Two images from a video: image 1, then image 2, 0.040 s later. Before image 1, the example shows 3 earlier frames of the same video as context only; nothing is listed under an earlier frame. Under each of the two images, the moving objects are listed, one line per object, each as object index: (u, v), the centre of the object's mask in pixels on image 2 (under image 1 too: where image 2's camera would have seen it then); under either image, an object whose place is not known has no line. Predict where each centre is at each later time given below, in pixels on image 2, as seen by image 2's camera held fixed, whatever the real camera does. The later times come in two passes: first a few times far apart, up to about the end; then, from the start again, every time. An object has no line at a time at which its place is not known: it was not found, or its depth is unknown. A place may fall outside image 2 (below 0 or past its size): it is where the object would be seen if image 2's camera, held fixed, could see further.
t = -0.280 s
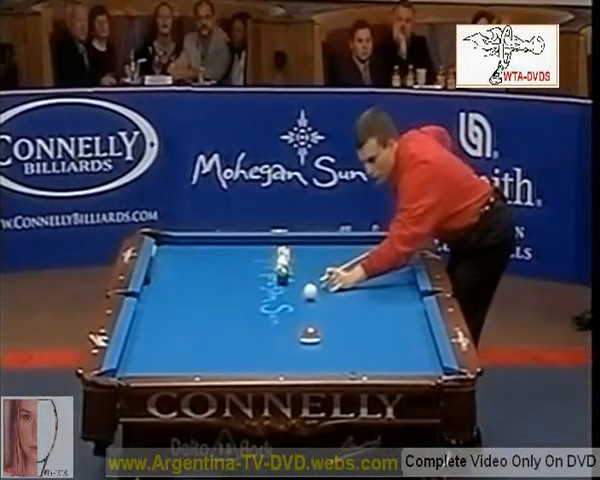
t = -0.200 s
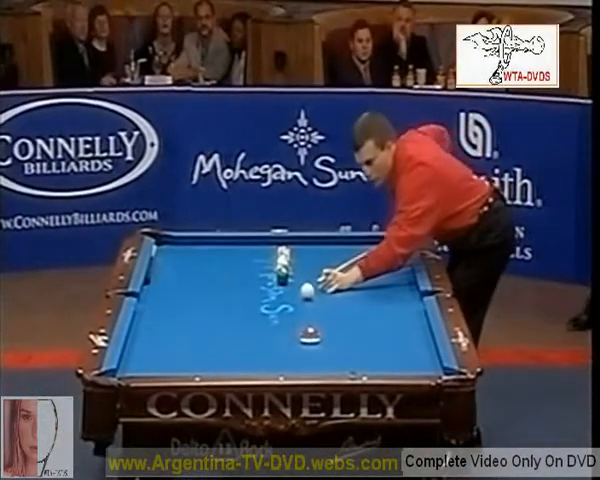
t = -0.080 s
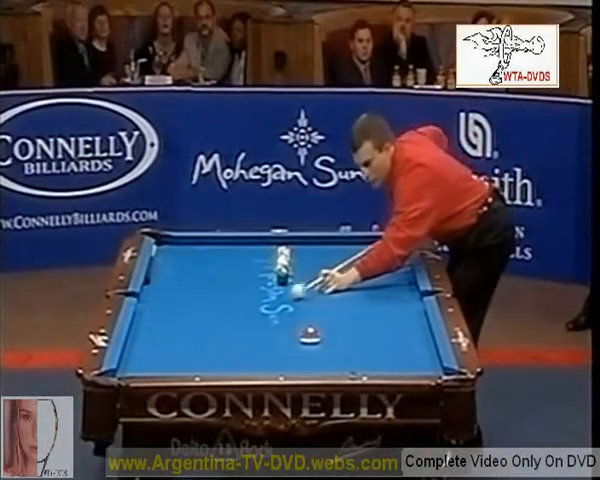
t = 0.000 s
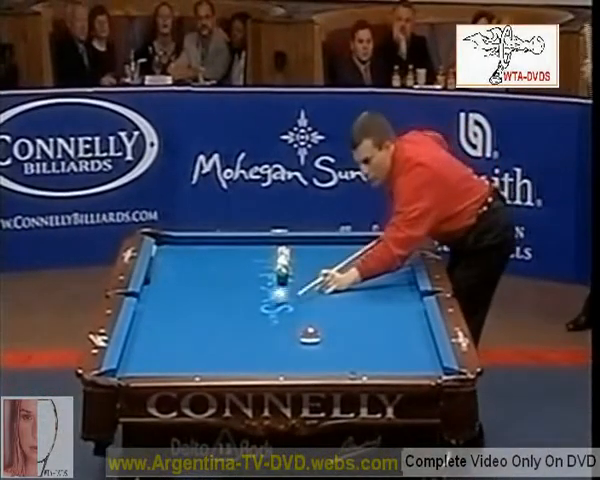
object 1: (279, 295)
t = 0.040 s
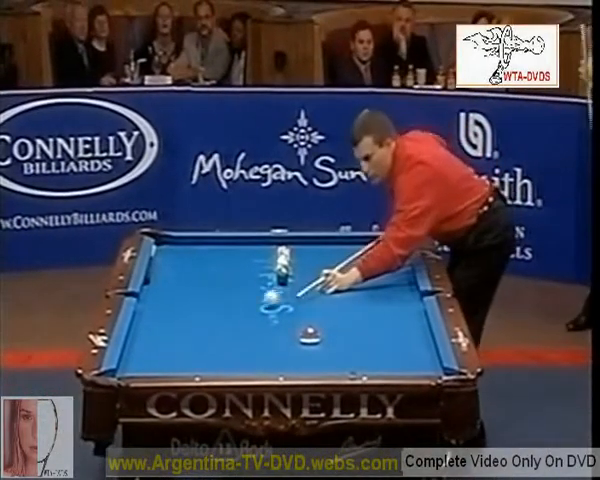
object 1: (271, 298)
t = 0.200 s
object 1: (238, 307)
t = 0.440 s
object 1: (189, 320)
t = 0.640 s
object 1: (145, 331)
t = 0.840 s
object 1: (150, 341)
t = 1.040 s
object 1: (170, 351)
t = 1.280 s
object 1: (194, 362)
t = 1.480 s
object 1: (214, 369)
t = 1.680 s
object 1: (242, 365)
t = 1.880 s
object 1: (268, 363)
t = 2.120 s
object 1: (298, 357)
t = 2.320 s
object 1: (322, 352)
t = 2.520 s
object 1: (345, 347)
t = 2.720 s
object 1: (367, 342)
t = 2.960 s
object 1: (392, 338)
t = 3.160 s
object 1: (412, 334)
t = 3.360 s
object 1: (422, 330)
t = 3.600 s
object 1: (408, 326)
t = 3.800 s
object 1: (397, 323)
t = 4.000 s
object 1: (386, 320)
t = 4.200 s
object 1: (376, 318)
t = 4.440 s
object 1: (364, 314)
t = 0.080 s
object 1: (264, 300)
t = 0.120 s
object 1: (254, 302)
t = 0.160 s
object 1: (247, 305)
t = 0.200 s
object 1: (238, 307)
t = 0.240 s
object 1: (230, 309)
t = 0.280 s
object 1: (222, 311)
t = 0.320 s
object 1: (214, 313)
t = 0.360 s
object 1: (206, 316)
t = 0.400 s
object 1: (197, 318)
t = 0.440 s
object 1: (189, 320)
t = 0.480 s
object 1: (180, 322)
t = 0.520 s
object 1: (172, 324)
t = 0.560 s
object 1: (163, 326)
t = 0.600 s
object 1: (153, 329)
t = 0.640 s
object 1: (145, 331)
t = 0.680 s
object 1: (137, 334)
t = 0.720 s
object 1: (135, 335)
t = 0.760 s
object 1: (140, 337)
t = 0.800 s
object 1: (146, 339)
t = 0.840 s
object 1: (150, 341)
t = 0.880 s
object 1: (153, 343)
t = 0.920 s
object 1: (157, 345)
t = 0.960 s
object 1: (162, 346)
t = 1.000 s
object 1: (166, 349)
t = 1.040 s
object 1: (170, 351)
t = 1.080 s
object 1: (174, 353)
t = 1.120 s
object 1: (178, 355)
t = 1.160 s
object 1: (182, 356)
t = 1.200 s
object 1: (186, 359)
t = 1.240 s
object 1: (190, 361)
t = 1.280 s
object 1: (194, 362)
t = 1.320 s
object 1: (198, 363)
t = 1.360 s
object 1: (202, 365)
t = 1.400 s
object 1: (207, 366)
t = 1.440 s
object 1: (211, 368)
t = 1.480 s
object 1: (214, 369)
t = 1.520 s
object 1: (219, 369)
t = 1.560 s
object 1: (226, 368)
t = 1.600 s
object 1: (231, 367)
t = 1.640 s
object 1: (236, 366)
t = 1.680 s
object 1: (242, 365)
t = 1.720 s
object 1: (247, 365)
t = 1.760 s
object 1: (253, 364)
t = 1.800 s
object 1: (257, 364)
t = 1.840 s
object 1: (263, 363)
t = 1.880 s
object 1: (268, 363)
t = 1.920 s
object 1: (273, 363)
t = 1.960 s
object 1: (278, 362)
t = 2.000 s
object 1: (283, 361)
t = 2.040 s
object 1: (288, 359)
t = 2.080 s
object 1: (293, 358)
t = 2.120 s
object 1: (298, 357)
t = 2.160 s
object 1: (303, 356)
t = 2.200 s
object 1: (308, 355)
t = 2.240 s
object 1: (312, 354)
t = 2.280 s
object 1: (317, 353)
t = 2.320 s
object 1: (322, 352)
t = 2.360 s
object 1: (326, 351)
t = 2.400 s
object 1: (331, 350)
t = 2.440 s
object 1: (336, 348)
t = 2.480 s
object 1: (340, 348)
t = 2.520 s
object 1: (345, 347)
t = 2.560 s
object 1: (349, 346)
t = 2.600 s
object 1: (354, 345)
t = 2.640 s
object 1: (358, 344)
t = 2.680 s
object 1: (362, 344)
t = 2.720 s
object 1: (367, 342)
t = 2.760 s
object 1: (371, 342)
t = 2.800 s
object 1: (375, 341)
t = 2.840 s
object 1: (380, 340)
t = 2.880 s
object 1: (383, 340)
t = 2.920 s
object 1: (388, 339)
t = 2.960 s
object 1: (392, 338)
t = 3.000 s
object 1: (396, 337)
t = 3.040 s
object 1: (400, 336)
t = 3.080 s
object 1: (404, 335)
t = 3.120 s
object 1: (408, 335)
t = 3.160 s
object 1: (412, 334)
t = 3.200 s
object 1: (415, 333)
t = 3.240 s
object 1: (419, 333)
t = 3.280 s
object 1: (423, 332)
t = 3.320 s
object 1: (424, 331)
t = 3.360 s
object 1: (422, 330)
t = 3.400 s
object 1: (419, 329)
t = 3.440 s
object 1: (417, 329)
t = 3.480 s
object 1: (414, 328)
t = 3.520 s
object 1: (412, 328)
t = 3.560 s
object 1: (410, 327)
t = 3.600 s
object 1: (408, 326)
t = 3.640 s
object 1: (405, 325)
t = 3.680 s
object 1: (403, 325)
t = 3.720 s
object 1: (401, 324)
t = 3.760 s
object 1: (399, 323)
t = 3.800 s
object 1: (397, 323)
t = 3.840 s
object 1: (394, 323)
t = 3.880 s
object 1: (392, 322)
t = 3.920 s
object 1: (390, 321)
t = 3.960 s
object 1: (388, 321)
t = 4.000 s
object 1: (386, 320)
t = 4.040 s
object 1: (384, 320)
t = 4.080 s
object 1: (382, 319)
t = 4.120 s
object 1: (380, 318)
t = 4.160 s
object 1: (378, 318)
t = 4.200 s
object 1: (376, 318)
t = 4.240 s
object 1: (374, 317)
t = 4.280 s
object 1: (372, 316)
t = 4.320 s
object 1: (370, 316)
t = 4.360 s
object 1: (369, 315)
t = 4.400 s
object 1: (366, 315)
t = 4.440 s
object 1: (364, 314)
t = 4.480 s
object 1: (363, 314)
